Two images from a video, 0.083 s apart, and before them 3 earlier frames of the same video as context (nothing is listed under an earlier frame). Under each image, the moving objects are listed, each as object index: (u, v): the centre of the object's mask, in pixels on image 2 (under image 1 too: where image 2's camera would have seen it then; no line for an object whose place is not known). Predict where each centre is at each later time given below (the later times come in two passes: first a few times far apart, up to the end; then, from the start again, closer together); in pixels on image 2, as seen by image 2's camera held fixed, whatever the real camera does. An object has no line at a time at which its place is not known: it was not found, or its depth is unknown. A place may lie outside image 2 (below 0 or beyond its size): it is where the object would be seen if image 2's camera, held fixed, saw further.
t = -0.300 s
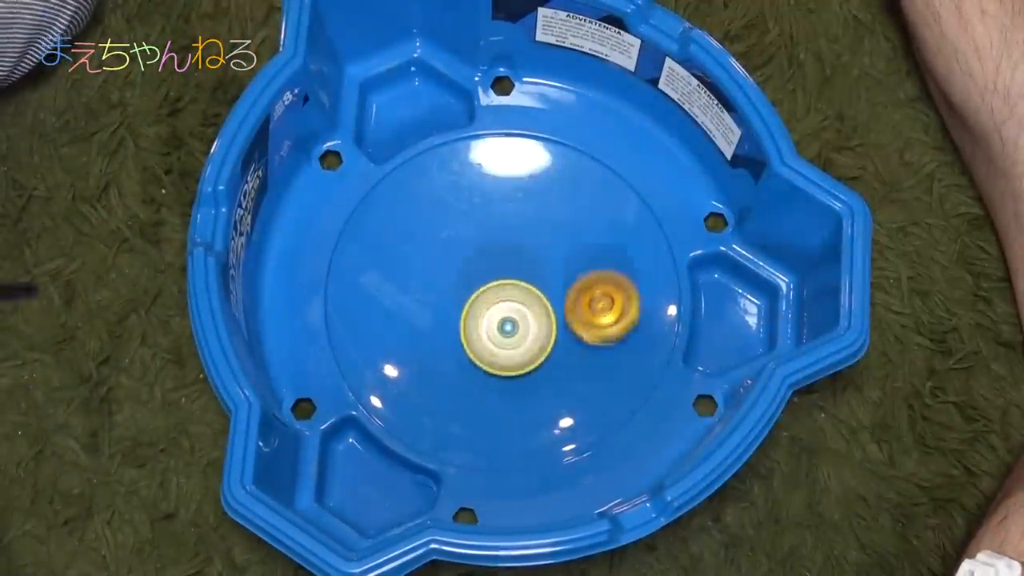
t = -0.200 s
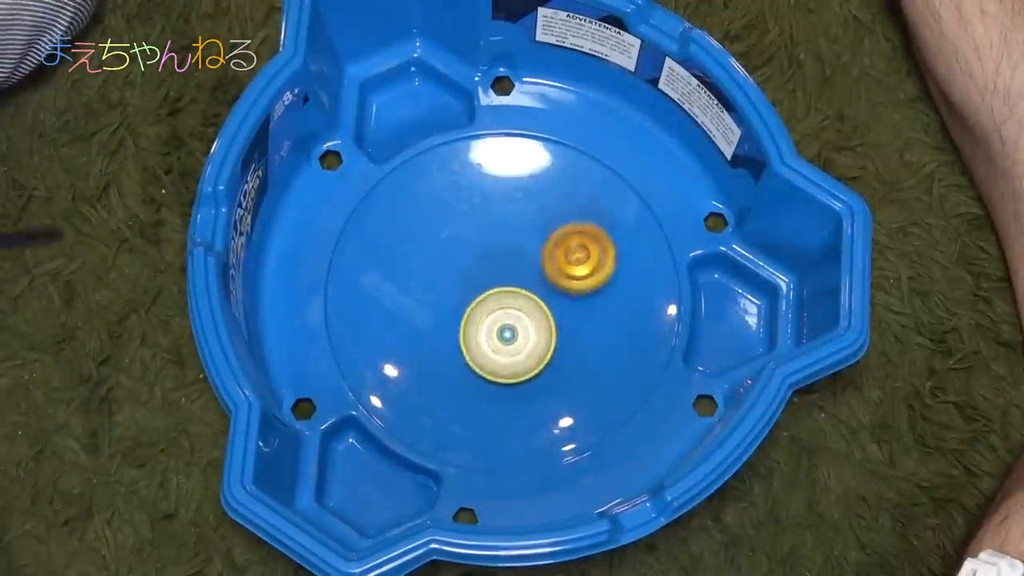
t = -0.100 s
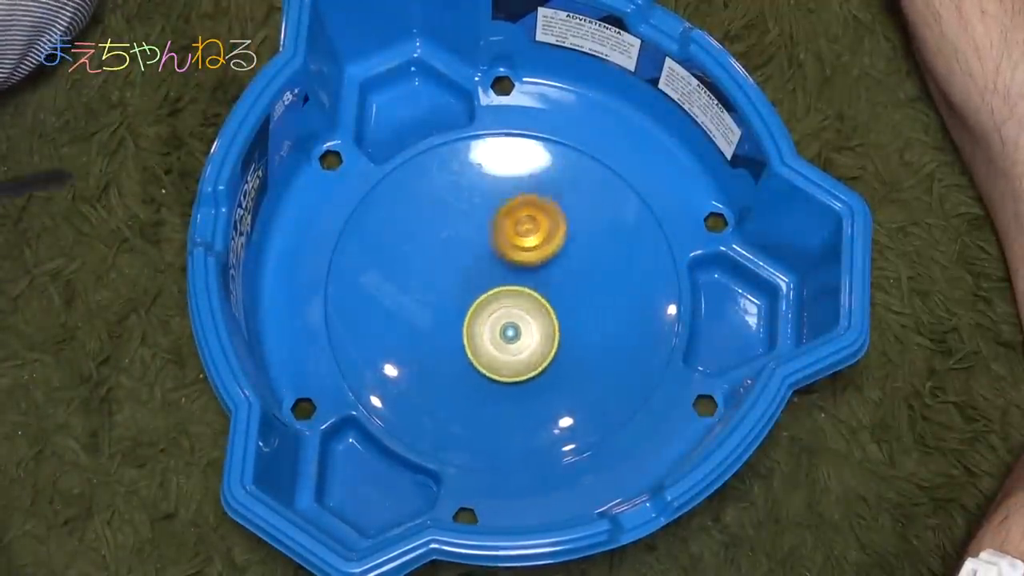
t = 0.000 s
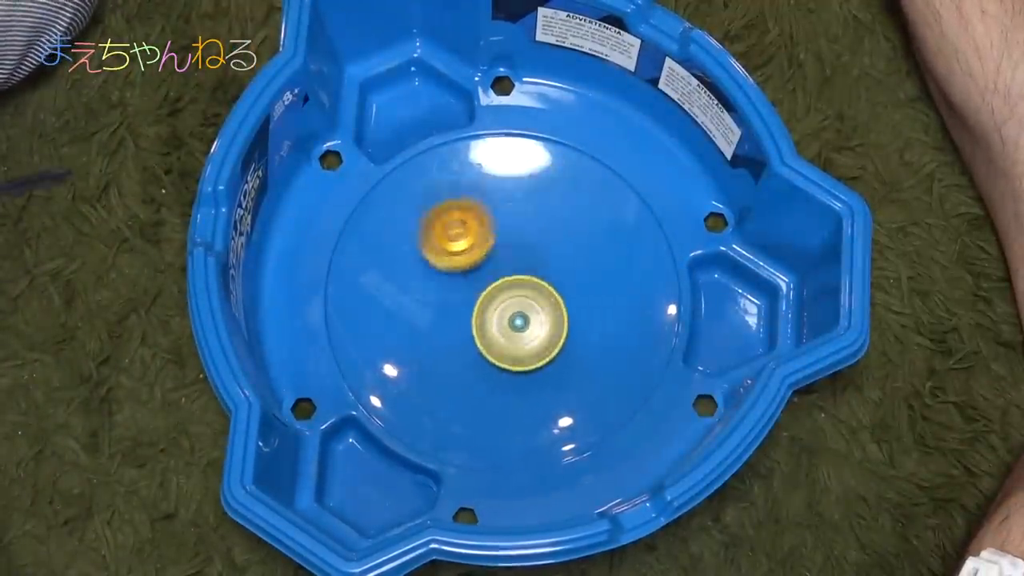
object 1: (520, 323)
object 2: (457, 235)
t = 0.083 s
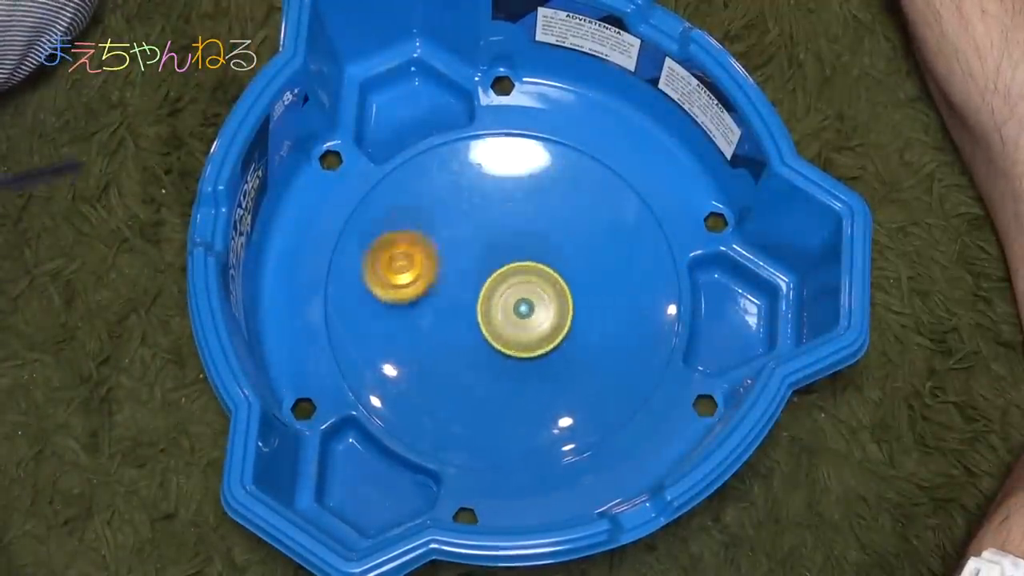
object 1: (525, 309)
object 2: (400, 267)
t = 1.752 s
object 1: (488, 295)
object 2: (421, 156)
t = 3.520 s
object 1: (500, 269)
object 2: (478, 148)
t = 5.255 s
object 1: (502, 289)
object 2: (619, 340)
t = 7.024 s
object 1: (497, 287)
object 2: (378, 276)
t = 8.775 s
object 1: (498, 293)
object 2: (574, 242)
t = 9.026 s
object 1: (498, 292)
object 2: (454, 198)
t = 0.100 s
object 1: (526, 306)
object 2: (392, 276)
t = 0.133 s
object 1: (526, 301)
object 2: (376, 297)
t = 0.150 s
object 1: (527, 298)
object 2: (370, 308)
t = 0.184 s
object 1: (527, 292)
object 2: (361, 331)
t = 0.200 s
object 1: (527, 289)
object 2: (360, 344)
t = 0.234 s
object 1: (526, 284)
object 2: (361, 369)
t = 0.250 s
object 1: (526, 282)
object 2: (364, 381)
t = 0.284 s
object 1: (524, 278)
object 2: (378, 404)
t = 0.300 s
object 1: (524, 276)
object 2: (393, 410)
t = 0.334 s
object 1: (521, 274)
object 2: (424, 423)
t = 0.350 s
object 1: (520, 272)
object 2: (441, 428)
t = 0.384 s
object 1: (517, 271)
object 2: (477, 436)
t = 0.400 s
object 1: (516, 270)
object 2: (495, 439)
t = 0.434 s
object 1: (514, 270)
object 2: (533, 438)
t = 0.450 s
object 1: (512, 271)
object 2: (551, 435)
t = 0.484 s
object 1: (510, 272)
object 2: (586, 422)
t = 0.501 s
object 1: (509, 273)
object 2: (602, 412)
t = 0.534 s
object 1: (506, 275)
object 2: (628, 388)
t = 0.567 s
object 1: (504, 278)
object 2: (647, 357)
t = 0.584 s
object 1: (503, 280)
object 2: (653, 340)
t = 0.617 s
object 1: (501, 284)
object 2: (658, 305)
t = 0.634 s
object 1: (500, 285)
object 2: (658, 286)
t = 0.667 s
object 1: (499, 290)
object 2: (653, 252)
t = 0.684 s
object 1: (498, 291)
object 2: (647, 235)
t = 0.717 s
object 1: (498, 296)
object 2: (633, 202)
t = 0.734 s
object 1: (497, 298)
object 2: (624, 187)
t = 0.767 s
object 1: (497, 301)
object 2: (600, 157)
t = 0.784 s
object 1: (497, 303)
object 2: (585, 144)
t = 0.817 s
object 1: (496, 307)
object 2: (546, 130)
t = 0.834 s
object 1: (496, 308)
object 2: (523, 129)
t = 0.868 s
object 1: (497, 311)
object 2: (476, 130)
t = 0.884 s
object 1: (497, 312)
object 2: (452, 133)
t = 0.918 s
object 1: (497, 314)
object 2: (412, 155)
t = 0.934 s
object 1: (498, 315)
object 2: (394, 168)
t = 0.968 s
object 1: (499, 316)
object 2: (365, 201)
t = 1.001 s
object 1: (499, 317)
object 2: (347, 244)
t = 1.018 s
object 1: (500, 317)
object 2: (342, 266)
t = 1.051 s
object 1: (500, 318)
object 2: (342, 311)
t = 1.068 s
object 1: (500, 318)
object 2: (346, 333)
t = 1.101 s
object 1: (500, 317)
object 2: (363, 373)
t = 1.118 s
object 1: (500, 317)
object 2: (375, 391)
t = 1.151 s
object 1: (500, 317)
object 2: (409, 421)
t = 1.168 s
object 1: (500, 316)
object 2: (427, 432)
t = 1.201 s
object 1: (500, 315)
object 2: (469, 448)
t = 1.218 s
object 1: (500, 314)
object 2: (491, 450)
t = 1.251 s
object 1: (500, 313)
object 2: (530, 449)
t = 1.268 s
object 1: (500, 313)
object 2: (551, 445)
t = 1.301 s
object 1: (500, 311)
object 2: (586, 432)
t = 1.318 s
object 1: (500, 310)
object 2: (604, 423)
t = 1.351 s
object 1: (500, 309)
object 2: (636, 397)
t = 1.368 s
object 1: (500, 308)
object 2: (649, 380)
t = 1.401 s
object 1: (500, 306)
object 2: (665, 346)
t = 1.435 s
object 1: (500, 304)
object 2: (676, 311)
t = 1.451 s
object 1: (500, 303)
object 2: (678, 294)
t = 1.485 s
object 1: (499, 302)
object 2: (675, 255)
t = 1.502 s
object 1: (498, 301)
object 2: (669, 236)
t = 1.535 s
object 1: (498, 300)
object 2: (648, 206)
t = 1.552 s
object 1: (497, 299)
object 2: (638, 193)
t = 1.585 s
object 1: (496, 298)
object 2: (613, 166)
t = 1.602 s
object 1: (495, 298)
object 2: (597, 153)
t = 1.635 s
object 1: (494, 296)
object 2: (556, 139)
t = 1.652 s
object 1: (493, 296)
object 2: (536, 137)
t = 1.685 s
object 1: (492, 295)
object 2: (498, 134)
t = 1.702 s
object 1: (491, 295)
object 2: (479, 135)
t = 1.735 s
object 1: (489, 295)
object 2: (440, 147)
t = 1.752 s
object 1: (488, 295)
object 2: (421, 156)
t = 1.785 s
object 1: (485, 295)
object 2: (389, 178)
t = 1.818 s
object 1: (483, 295)
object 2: (367, 203)
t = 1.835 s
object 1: (482, 295)
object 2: (357, 218)
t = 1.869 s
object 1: (480, 296)
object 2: (343, 251)
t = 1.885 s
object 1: (479, 296)
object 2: (341, 270)
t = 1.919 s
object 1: (478, 296)
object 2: (345, 308)
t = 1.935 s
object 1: (477, 296)
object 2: (351, 324)
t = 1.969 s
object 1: (476, 296)
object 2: (367, 356)
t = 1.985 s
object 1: (475, 297)
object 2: (377, 370)
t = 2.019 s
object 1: (474, 297)
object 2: (406, 397)
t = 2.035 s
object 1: (473, 297)
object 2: (424, 408)
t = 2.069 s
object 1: (472, 296)
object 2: (460, 421)
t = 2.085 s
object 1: (472, 296)
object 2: (477, 426)
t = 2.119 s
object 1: (471, 295)
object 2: (517, 433)
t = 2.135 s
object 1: (471, 295)
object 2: (539, 432)
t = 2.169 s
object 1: (471, 295)
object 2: (577, 422)
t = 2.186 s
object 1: (471, 295)
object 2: (592, 417)
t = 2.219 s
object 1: (470, 295)
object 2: (629, 401)
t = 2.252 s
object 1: (470, 294)
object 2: (652, 372)
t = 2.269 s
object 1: (470, 293)
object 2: (653, 357)
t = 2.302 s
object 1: (471, 292)
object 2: (662, 324)
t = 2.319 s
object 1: (471, 292)
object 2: (663, 303)
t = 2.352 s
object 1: (473, 291)
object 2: (657, 271)
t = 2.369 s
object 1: (474, 290)
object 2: (657, 255)
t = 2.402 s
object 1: (475, 289)
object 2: (650, 218)
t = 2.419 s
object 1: (476, 289)
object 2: (641, 204)
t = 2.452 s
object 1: (477, 288)
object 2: (621, 182)
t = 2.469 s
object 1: (478, 288)
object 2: (607, 169)
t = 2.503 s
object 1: (479, 287)
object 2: (572, 152)
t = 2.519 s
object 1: (480, 286)
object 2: (558, 149)
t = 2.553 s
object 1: (482, 285)
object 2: (524, 139)
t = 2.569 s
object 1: (482, 285)
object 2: (505, 137)
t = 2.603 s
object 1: (484, 283)
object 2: (468, 145)
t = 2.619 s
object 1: (485, 283)
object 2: (456, 149)
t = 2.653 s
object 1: (486, 282)
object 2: (423, 162)
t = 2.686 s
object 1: (487, 281)
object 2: (398, 187)
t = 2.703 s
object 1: (487, 280)
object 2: (389, 199)
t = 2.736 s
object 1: (488, 279)
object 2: (369, 226)
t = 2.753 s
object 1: (488, 279)
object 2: (361, 244)
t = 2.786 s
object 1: (488, 277)
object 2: (358, 278)
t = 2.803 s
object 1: (488, 277)
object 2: (356, 294)
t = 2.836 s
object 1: (488, 275)
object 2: (358, 332)
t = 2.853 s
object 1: (488, 274)
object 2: (366, 349)
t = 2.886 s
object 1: (488, 272)
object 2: (382, 379)
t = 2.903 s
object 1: (488, 271)
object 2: (391, 394)
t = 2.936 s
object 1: (488, 270)
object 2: (419, 420)
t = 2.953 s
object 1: (488, 269)
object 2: (434, 429)
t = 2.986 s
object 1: (488, 268)
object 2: (465, 447)
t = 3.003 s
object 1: (488, 268)
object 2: (485, 452)
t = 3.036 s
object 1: (488, 267)
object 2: (520, 450)
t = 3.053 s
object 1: (488, 267)
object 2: (538, 447)
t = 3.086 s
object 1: (488, 267)
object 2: (576, 432)
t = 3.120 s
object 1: (488, 267)
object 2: (605, 415)
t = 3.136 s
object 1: (488, 267)
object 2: (622, 404)
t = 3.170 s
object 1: (488, 266)
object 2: (642, 375)
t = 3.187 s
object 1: (489, 266)
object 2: (651, 361)
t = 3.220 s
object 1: (490, 266)
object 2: (663, 325)
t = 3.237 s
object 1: (490, 266)
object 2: (663, 310)
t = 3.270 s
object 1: (491, 266)
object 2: (666, 276)
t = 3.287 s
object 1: (492, 266)
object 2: (660, 260)
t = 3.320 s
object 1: (493, 266)
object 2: (652, 233)
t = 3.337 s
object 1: (493, 267)
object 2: (643, 217)
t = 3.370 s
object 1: (494, 267)
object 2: (622, 196)
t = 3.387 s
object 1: (494, 267)
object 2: (612, 185)
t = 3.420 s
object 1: (496, 268)
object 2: (579, 167)
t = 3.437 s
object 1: (496, 268)
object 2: (566, 162)
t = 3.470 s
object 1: (498, 268)
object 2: (529, 149)
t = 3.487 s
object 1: (498, 268)
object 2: (510, 150)
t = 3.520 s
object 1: (500, 269)
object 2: (478, 148)
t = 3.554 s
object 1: (501, 269)
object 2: (440, 158)
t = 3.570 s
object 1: (501, 269)
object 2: (429, 163)
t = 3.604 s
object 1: (502, 270)
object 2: (396, 177)
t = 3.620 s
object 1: (502, 271)
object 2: (386, 189)
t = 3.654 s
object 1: (503, 271)
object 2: (365, 209)
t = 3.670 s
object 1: (503, 272)
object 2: (352, 225)
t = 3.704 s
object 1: (504, 273)
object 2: (341, 253)
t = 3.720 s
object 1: (504, 274)
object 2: (334, 268)
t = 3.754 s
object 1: (505, 275)
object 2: (337, 305)
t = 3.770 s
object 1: (505, 276)
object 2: (342, 322)
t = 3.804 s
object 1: (506, 277)
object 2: (355, 357)
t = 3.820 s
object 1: (506, 277)
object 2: (366, 372)
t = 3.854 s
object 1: (507, 278)
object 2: (385, 398)
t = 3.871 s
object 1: (507, 279)
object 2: (401, 411)
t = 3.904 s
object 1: (508, 279)
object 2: (426, 424)
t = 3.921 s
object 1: (508, 279)
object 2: (442, 432)
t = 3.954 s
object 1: (508, 279)
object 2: (472, 436)
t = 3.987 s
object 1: (509, 279)
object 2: (503, 439)
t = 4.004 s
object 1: (509, 278)
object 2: (518, 433)
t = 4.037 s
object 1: (509, 278)
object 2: (543, 426)
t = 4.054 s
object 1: (509, 278)
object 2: (559, 416)
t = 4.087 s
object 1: (510, 278)
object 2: (579, 398)
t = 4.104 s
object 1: (510, 279)
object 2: (594, 385)
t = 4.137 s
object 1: (511, 280)
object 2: (607, 360)
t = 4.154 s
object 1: (511, 280)
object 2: (618, 348)
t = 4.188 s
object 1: (512, 280)
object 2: (623, 320)
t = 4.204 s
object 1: (512, 281)
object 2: (629, 307)
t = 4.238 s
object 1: (513, 281)
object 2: (626, 278)
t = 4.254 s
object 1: (513, 281)
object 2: (628, 268)
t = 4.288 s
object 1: (514, 281)
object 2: (619, 240)
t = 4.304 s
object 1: (514, 281)
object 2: (617, 232)
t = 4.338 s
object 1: (513, 281)
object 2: (603, 208)
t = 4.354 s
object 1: (513, 281)
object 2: (599, 201)
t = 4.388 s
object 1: (513, 281)
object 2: (580, 181)
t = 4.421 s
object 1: (513, 281)
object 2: (564, 169)
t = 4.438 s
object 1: (513, 282)
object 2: (550, 160)
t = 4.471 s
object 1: (513, 282)
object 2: (528, 154)
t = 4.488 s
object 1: (513, 282)
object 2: (512, 147)
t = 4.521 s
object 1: (512, 283)
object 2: (486, 149)
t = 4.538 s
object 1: (512, 283)
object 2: (472, 147)
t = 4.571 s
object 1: (512, 284)
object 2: (447, 157)
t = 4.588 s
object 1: (511, 284)
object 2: (437, 159)
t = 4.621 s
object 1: (511, 285)
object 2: (415, 175)
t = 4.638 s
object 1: (511, 285)
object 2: (407, 181)
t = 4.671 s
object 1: (510, 285)
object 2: (390, 202)
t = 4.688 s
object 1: (510, 286)
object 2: (385, 211)
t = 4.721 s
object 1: (509, 286)
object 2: (372, 236)
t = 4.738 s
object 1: (508, 285)
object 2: (372, 247)
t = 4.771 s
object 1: (507, 285)
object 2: (367, 273)
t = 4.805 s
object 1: (506, 285)
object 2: (371, 295)
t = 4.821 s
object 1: (505, 285)
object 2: (373, 310)
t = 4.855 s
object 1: (504, 286)
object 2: (386, 329)
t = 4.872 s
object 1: (504, 286)
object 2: (390, 342)
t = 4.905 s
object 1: (503, 285)
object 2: (409, 358)
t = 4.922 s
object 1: (503, 285)
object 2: (415, 368)
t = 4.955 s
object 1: (502, 285)
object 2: (439, 379)
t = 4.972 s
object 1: (502, 285)
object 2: (447, 387)
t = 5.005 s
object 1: (501, 286)
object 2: (474, 393)
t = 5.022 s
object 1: (501, 286)
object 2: (483, 397)
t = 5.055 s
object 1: (501, 286)
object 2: (510, 398)
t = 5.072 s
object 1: (501, 286)
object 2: (518, 400)
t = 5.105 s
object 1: (501, 286)
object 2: (545, 395)
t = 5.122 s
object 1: (501, 286)
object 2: (553, 394)
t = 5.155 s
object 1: (500, 287)
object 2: (576, 383)
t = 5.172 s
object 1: (501, 288)
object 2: (583, 380)
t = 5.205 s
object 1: (502, 288)
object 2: (601, 364)
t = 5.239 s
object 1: (502, 289)
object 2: (617, 350)
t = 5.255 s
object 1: (502, 289)
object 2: (619, 340)
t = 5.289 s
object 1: (502, 290)
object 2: (631, 322)
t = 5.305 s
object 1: (502, 290)
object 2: (630, 312)
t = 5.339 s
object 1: (503, 291)
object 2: (636, 291)
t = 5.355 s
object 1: (503, 291)
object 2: (632, 281)
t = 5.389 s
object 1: (504, 291)
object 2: (631, 258)
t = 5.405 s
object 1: (504, 291)
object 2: (625, 251)
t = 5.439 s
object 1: (504, 292)
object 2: (615, 228)
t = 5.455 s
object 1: (504, 292)
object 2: (609, 223)
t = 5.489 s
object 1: (505, 293)
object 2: (592, 204)
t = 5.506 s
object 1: (505, 293)
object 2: (585, 200)
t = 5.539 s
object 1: (504, 293)
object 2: (562, 188)
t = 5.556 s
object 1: (504, 293)
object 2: (554, 185)
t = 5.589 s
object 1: (504, 294)
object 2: (528, 180)
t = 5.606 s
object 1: (505, 294)
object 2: (520, 179)
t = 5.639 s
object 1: (504, 294)
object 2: (492, 180)
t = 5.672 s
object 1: (504, 294)
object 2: (469, 182)
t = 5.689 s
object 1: (504, 295)
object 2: (459, 190)
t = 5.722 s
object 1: (503, 295)
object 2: (436, 198)
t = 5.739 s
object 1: (503, 295)
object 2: (429, 207)
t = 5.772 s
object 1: (502, 295)
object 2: (409, 222)
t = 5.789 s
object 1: (502, 295)
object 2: (405, 231)
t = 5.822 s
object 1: (502, 295)
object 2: (389, 250)
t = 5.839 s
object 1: (502, 295)
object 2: (388, 260)
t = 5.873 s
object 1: (501, 295)
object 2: (378, 282)
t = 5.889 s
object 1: (500, 295)
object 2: (379, 290)
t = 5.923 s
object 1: (499, 295)
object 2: (376, 313)
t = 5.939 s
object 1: (499, 295)
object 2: (379, 320)
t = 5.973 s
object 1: (498, 294)
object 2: (384, 343)
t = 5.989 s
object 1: (498, 294)
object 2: (388, 349)
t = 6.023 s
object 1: (497, 294)
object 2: (400, 369)
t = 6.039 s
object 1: (497, 294)
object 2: (404, 374)
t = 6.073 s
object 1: (496, 294)
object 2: (423, 389)
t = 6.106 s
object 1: (495, 294)
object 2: (441, 402)
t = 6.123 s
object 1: (495, 294)
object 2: (453, 403)
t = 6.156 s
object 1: (495, 294)
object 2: (475, 410)
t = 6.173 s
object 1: (494, 294)
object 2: (484, 409)
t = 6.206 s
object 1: (494, 294)
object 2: (511, 408)
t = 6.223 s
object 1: (493, 294)
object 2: (518, 407)
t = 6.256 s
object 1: (494, 294)
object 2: (541, 398)
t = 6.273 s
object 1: (494, 294)
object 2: (551, 394)
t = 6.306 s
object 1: (493, 294)
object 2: (567, 378)
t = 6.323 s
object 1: (493, 294)
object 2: (578, 373)
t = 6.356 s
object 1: (493, 294)
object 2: (588, 354)
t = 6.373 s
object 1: (493, 294)
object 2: (598, 343)
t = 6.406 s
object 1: (493, 293)
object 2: (603, 325)
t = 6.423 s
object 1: (493, 294)
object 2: (605, 309)
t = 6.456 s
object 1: (494, 293)
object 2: (608, 290)
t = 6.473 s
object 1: (494, 293)
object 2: (602, 278)
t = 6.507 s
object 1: (494, 293)
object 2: (600, 255)
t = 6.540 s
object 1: (494, 293)
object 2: (594, 238)
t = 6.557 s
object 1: (495, 292)
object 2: (584, 227)
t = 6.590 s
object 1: (494, 291)
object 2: (575, 209)
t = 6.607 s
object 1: (495, 291)
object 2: (566, 205)
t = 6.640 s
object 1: (495, 291)
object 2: (550, 191)
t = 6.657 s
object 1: (495, 290)
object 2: (544, 187)
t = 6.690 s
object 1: (495, 290)
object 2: (523, 178)
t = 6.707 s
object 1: (495, 290)
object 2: (517, 173)
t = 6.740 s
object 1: (496, 289)
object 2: (495, 171)
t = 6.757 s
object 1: (496, 289)
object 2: (484, 166)
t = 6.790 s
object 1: (496, 289)
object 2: (466, 171)
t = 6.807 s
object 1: (497, 289)
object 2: (452, 172)
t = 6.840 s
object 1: (497, 288)
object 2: (436, 178)
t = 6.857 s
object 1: (497, 288)
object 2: (425, 187)
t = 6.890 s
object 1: (497, 288)
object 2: (408, 197)
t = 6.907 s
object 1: (498, 288)
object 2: (405, 207)
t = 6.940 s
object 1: (497, 287)
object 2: (391, 224)
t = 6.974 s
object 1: (498, 288)
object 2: (381, 242)
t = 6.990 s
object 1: (498, 287)
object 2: (382, 254)
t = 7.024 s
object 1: (497, 287)
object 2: (378, 276)
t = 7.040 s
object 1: (498, 288)
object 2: (382, 284)
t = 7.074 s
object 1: (498, 287)
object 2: (387, 307)
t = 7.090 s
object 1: (498, 287)
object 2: (388, 314)
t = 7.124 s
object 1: (498, 288)
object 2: (403, 334)
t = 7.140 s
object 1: (498, 288)
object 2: (406, 344)
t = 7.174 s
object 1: (498, 288)
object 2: (423, 357)
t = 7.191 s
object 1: (497, 288)
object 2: (435, 366)
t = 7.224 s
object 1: (498, 289)
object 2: (452, 376)
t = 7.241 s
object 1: (498, 288)
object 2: (467, 378)
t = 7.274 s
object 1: (497, 289)
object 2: (488, 385)
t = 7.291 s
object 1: (498, 289)
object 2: (498, 383)
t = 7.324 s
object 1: (497, 289)
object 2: (522, 383)
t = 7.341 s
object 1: (497, 289)
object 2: (528, 382)
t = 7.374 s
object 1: (498, 290)
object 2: (549, 375)
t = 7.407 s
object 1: (497, 289)
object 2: (570, 365)
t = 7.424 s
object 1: (497, 290)
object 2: (577, 364)
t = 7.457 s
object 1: (498, 290)
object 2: (591, 349)
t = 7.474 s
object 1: (498, 290)
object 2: (602, 341)
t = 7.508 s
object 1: (498, 290)
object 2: (611, 327)
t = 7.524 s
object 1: (498, 290)
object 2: (614, 314)
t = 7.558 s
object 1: (498, 290)
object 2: (621, 296)
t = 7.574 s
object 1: (498, 290)
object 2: (618, 289)
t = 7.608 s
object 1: (499, 290)
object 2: (616, 269)
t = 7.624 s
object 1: (499, 290)
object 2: (619, 262)
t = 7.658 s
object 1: (499, 291)
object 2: (611, 244)
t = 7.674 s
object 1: (499, 291)
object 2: (606, 232)
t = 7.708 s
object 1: (498, 290)
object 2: (596, 217)
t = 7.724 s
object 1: (499, 291)
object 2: (585, 213)
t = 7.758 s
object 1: (499, 290)
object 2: (568, 200)
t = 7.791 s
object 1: (499, 291)
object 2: (552, 191)
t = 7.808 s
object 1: (499, 291)
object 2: (543, 191)
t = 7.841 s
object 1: (499, 290)
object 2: (519, 189)
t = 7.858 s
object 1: (499, 291)
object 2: (512, 187)
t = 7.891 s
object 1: (499, 291)
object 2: (491, 191)
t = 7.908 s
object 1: (499, 291)
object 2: (477, 191)
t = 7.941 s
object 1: (499, 291)
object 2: (459, 199)
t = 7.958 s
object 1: (499, 291)
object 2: (449, 208)
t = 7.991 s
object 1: (498, 291)
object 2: (431, 221)
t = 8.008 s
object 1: (499, 291)
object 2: (427, 227)
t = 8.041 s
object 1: (499, 290)
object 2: (414, 244)
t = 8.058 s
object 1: (498, 291)
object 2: (406, 250)
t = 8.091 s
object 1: (499, 291)
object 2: (401, 269)
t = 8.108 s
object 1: (498, 290)
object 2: (396, 282)
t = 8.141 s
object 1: (498, 291)
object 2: (393, 301)
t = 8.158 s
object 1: (498, 291)
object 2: (398, 309)
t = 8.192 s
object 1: (497, 290)
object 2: (400, 328)
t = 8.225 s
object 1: (498, 290)
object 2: (406, 346)
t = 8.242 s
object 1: (497, 290)
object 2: (411, 351)
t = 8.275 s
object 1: (497, 290)
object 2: (424, 366)
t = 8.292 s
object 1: (498, 290)
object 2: (427, 374)
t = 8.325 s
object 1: (497, 290)
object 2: (443, 384)
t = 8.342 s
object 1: (497, 290)
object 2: (456, 389)
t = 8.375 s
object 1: (497, 290)
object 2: (473, 396)
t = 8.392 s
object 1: (497, 290)
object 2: (481, 394)
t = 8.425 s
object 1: (497, 290)
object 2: (503, 395)
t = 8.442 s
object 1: (497, 290)
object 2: (510, 396)
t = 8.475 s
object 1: (497, 291)
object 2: (528, 390)
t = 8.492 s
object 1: (497, 290)
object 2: (542, 384)
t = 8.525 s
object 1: (497, 291)
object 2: (558, 374)
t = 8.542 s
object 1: (498, 291)
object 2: (561, 365)
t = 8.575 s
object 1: (497, 291)
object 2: (573, 350)
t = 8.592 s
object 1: (498, 292)
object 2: (580, 344)
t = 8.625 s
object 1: (498, 291)
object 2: (586, 327)
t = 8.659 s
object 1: (498, 292)
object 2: (588, 307)
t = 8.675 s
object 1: (499, 292)
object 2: (590, 294)
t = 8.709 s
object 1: (498, 292)
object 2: (588, 275)
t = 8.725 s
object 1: (499, 293)
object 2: (582, 269)
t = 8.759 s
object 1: (498, 293)
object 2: (575, 251)
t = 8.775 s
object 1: (498, 293)
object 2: (574, 242)
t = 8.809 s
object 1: (498, 293)
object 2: (563, 228)
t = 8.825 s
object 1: (498, 293)
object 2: (552, 220)
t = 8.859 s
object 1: (498, 293)
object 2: (536, 210)
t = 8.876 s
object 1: (497, 293)
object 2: (532, 206)
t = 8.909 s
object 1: (498, 294)
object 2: (515, 200)
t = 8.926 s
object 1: (498, 293)
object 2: (504, 194)
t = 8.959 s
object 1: (498, 294)
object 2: (487, 192)
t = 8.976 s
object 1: (498, 293)
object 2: (478, 196)
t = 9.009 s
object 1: (498, 293)
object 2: (460, 198)
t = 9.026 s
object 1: (498, 292)
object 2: (454, 198)
